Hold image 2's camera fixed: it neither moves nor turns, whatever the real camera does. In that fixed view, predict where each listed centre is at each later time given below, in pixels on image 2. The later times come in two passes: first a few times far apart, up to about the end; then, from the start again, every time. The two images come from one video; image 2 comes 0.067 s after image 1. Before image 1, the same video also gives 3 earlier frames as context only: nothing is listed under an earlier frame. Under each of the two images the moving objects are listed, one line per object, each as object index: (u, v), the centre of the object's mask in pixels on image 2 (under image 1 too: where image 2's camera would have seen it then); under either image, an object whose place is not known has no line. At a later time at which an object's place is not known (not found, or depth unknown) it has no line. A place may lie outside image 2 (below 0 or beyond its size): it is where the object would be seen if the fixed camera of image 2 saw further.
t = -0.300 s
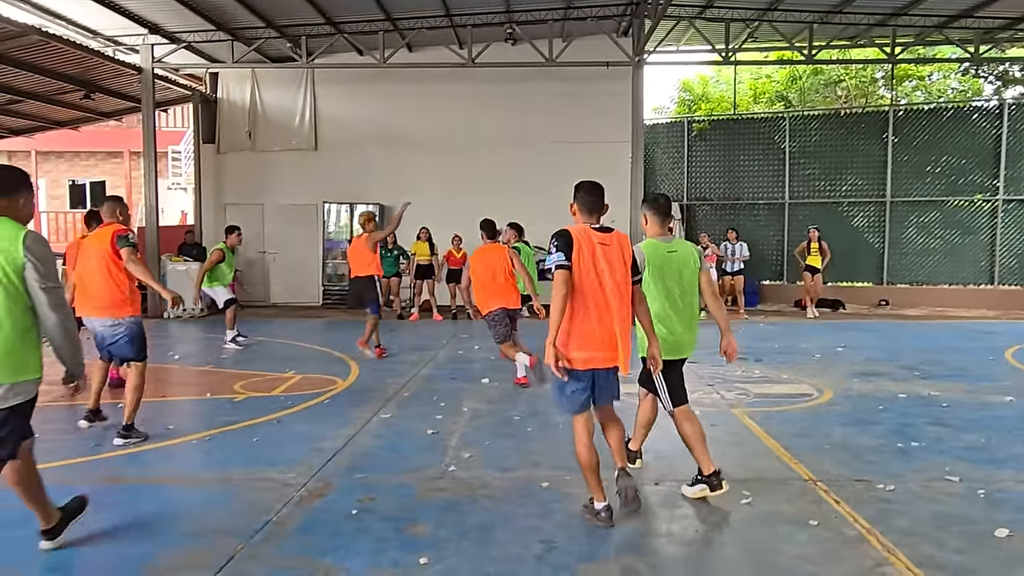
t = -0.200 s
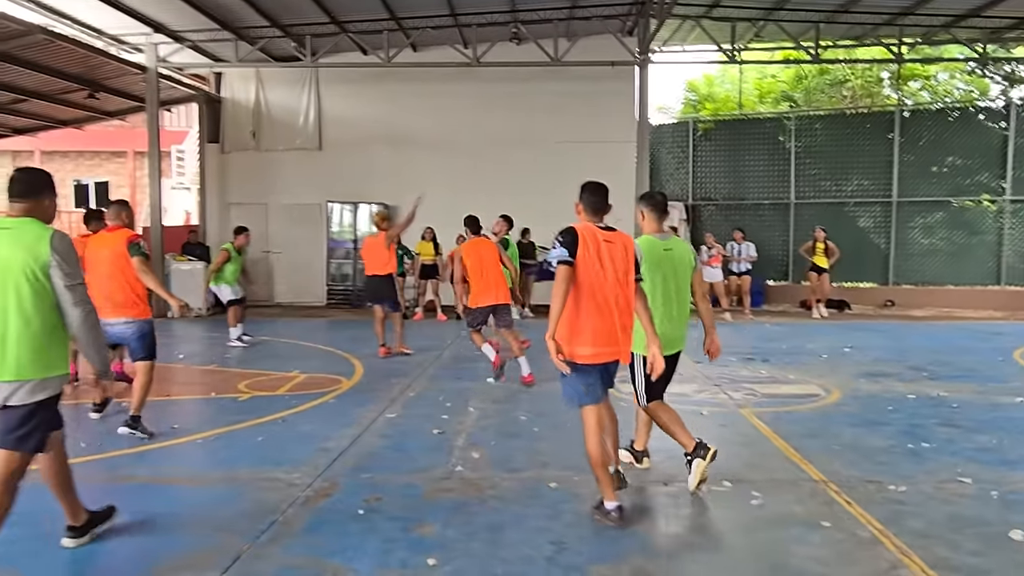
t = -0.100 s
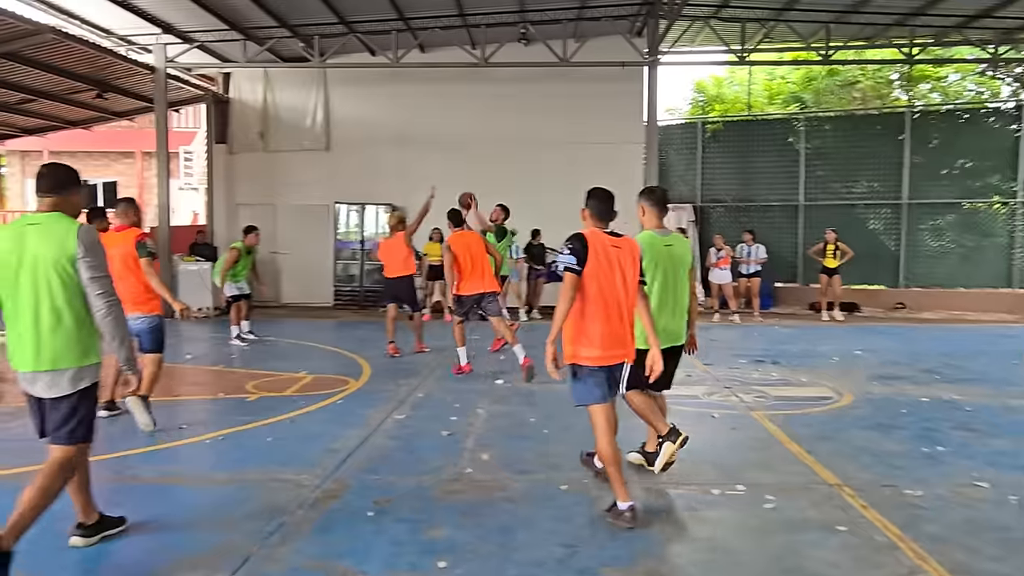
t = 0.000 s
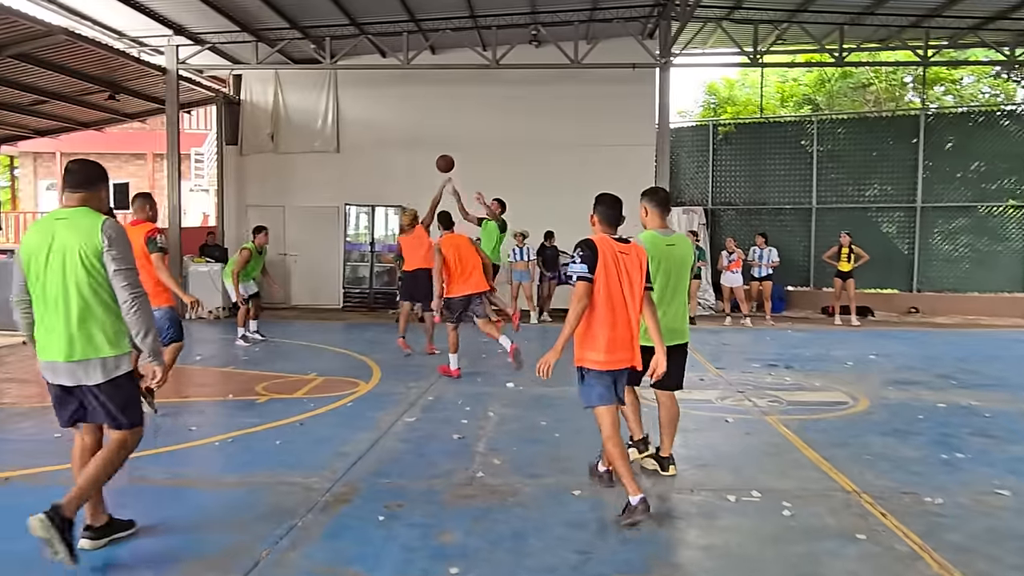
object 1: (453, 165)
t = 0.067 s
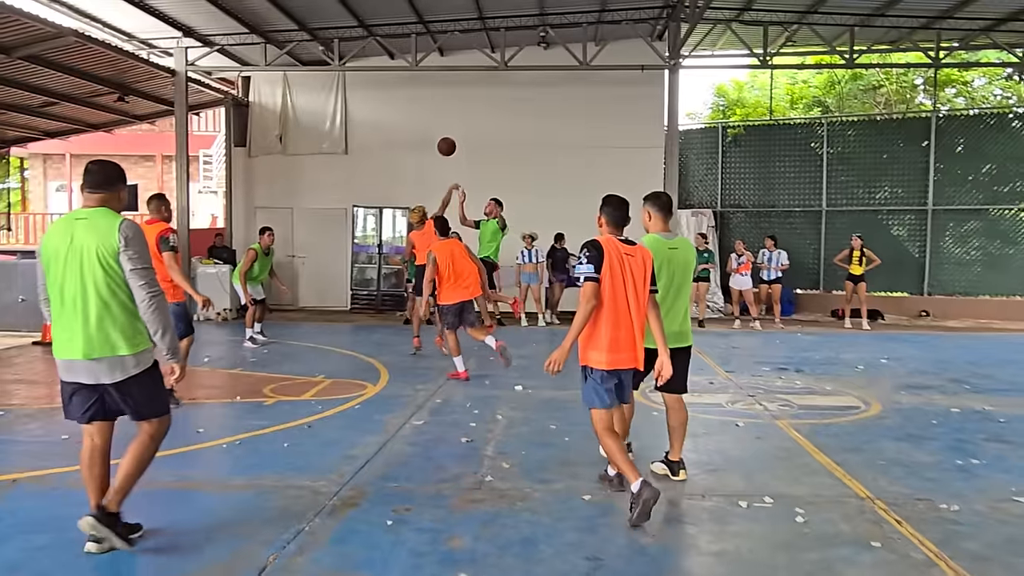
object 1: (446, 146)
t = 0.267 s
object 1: (427, 111)
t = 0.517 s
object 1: (404, 113)
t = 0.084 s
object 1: (445, 142)
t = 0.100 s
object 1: (443, 138)
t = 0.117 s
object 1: (442, 134)
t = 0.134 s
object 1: (440, 131)
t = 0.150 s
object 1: (438, 128)
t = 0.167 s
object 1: (437, 125)
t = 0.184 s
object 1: (435, 122)
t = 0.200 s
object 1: (434, 119)
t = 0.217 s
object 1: (432, 117)
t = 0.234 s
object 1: (431, 115)
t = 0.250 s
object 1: (429, 113)
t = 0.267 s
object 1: (427, 111)
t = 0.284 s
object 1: (426, 110)
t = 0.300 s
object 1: (424, 109)
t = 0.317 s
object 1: (423, 108)
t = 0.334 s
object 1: (421, 107)
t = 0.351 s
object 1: (420, 106)
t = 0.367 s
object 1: (418, 106)
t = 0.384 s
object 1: (417, 106)
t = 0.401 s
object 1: (415, 106)
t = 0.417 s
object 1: (413, 106)
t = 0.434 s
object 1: (412, 107)
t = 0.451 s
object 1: (410, 108)
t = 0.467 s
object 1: (409, 109)
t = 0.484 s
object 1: (407, 110)
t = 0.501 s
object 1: (406, 111)
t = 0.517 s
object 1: (404, 113)
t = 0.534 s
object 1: (403, 115)
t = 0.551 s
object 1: (401, 117)
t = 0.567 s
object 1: (400, 120)
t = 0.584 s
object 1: (398, 122)
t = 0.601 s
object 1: (397, 125)
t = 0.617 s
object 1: (395, 128)
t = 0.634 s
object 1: (393, 131)
